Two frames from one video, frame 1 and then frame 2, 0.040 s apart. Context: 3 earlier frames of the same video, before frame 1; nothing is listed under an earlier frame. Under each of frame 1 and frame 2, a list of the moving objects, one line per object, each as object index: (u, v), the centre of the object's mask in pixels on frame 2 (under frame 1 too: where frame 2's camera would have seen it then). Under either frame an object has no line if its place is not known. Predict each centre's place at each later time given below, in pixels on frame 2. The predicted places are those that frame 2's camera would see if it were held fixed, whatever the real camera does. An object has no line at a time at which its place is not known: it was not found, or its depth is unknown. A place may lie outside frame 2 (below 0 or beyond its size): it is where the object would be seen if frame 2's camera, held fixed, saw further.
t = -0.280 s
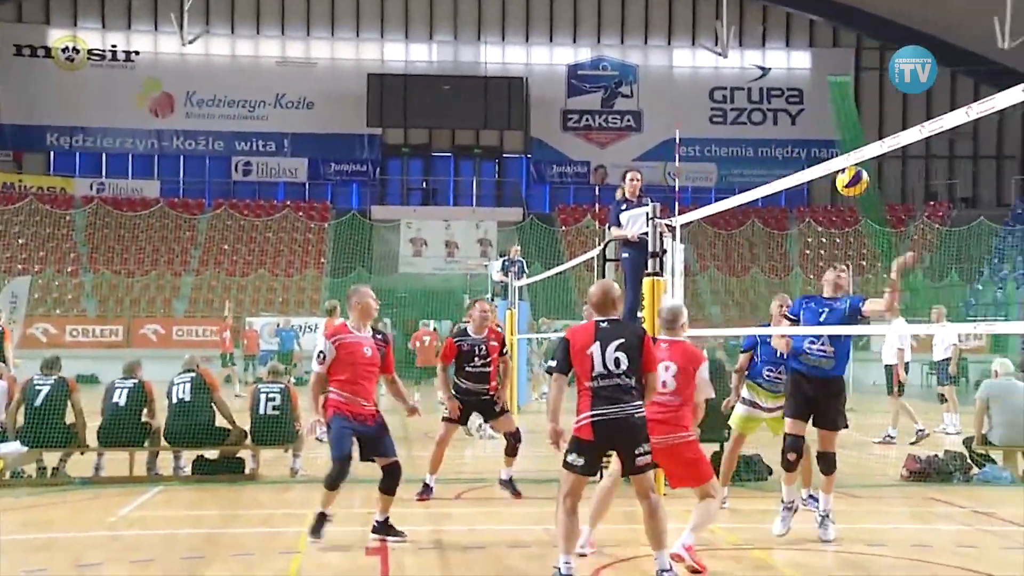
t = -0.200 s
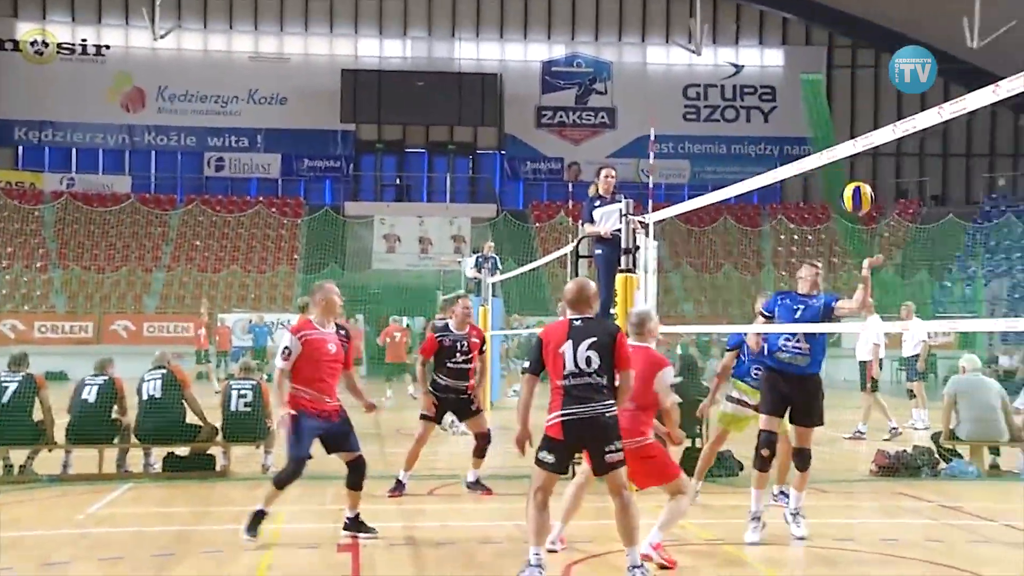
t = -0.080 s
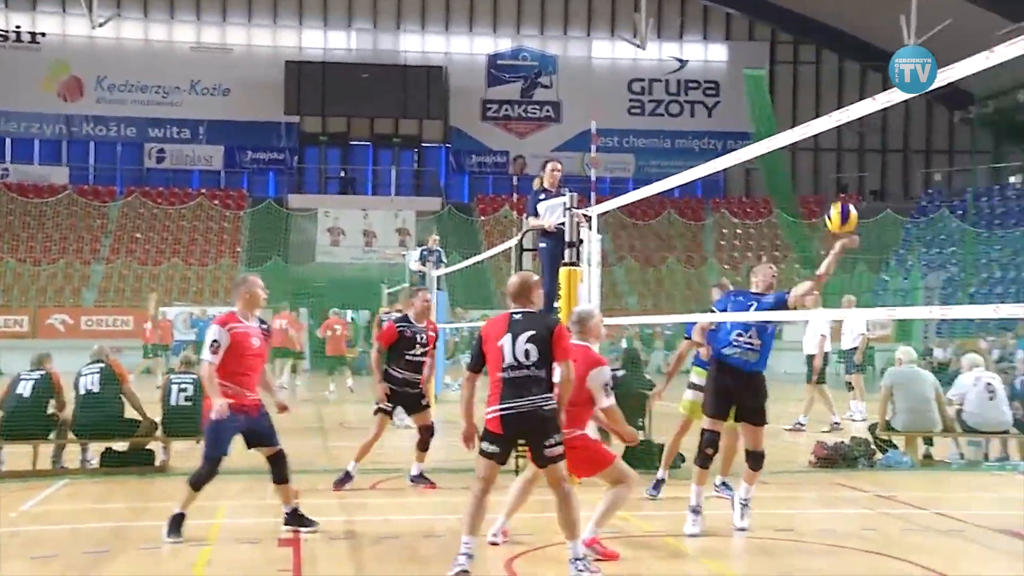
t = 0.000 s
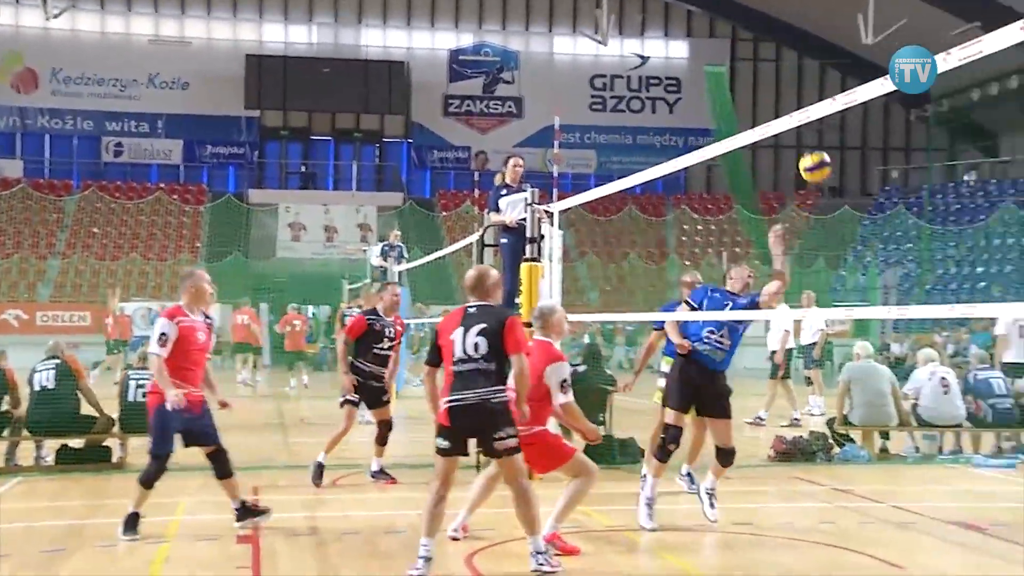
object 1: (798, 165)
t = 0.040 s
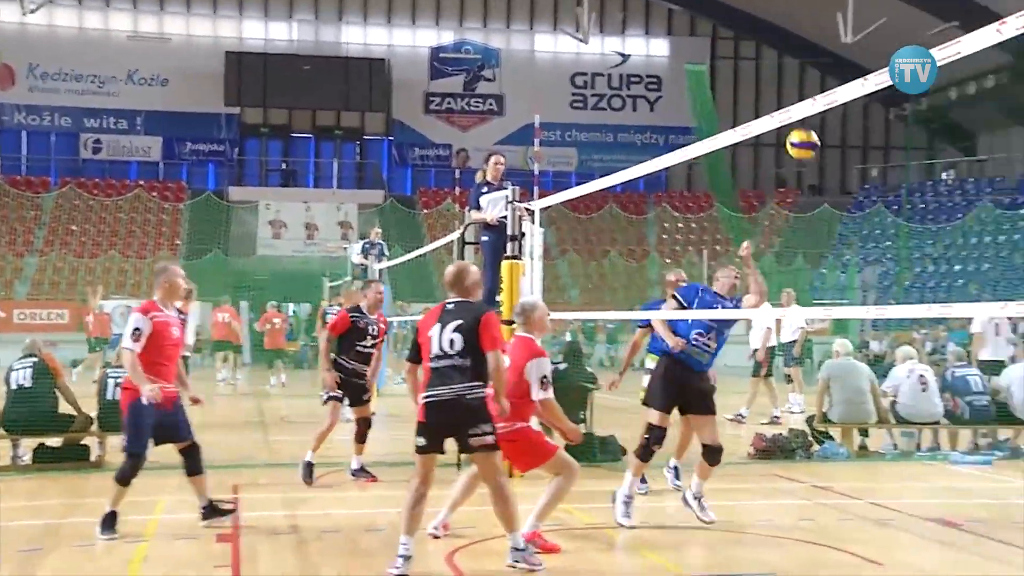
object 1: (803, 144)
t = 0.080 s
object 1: (815, 128)
